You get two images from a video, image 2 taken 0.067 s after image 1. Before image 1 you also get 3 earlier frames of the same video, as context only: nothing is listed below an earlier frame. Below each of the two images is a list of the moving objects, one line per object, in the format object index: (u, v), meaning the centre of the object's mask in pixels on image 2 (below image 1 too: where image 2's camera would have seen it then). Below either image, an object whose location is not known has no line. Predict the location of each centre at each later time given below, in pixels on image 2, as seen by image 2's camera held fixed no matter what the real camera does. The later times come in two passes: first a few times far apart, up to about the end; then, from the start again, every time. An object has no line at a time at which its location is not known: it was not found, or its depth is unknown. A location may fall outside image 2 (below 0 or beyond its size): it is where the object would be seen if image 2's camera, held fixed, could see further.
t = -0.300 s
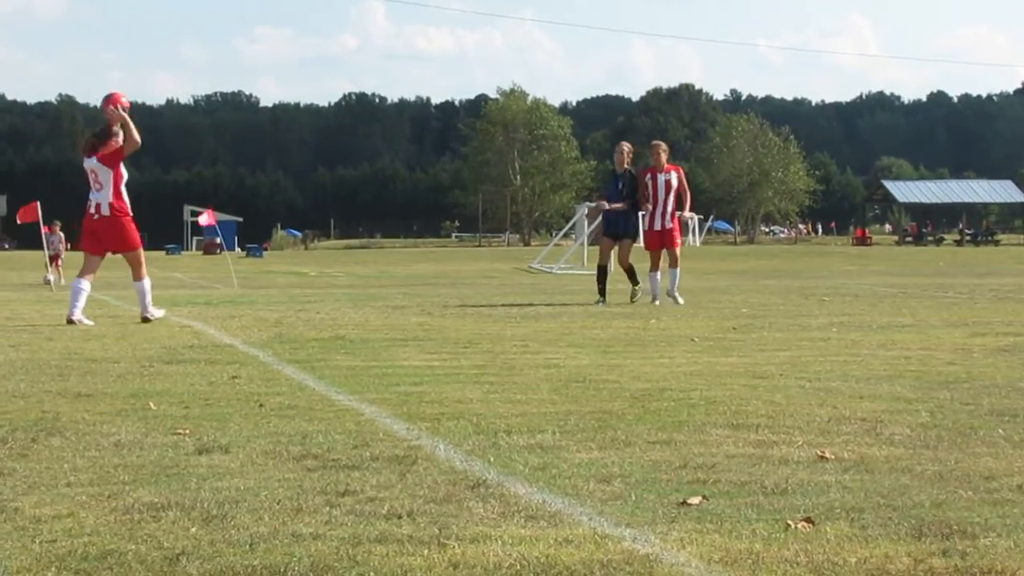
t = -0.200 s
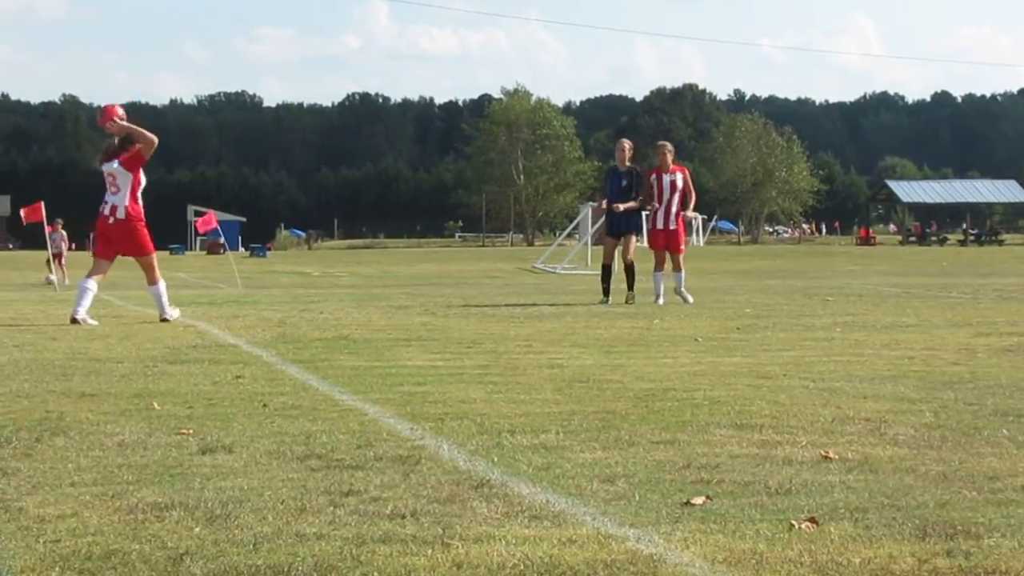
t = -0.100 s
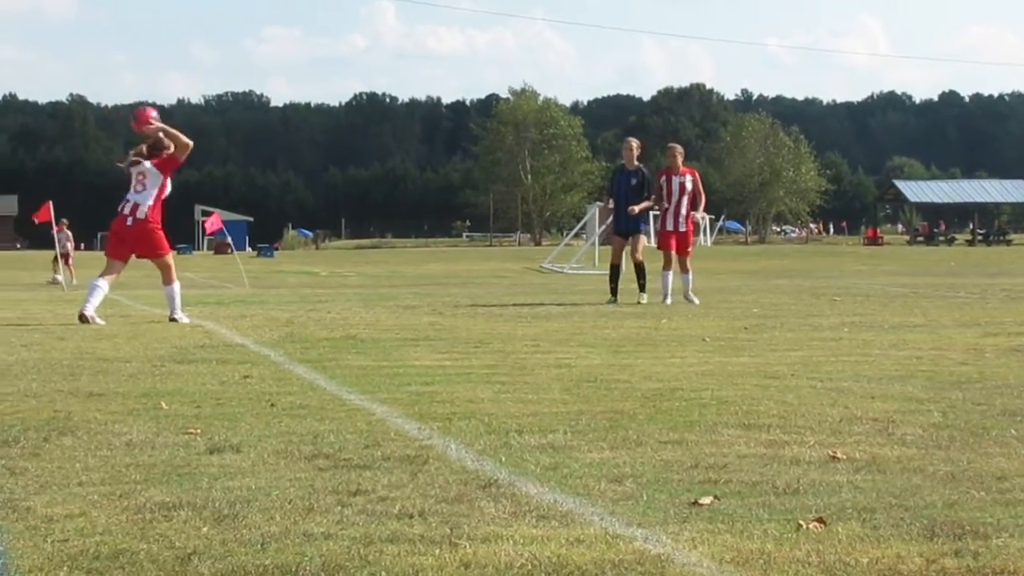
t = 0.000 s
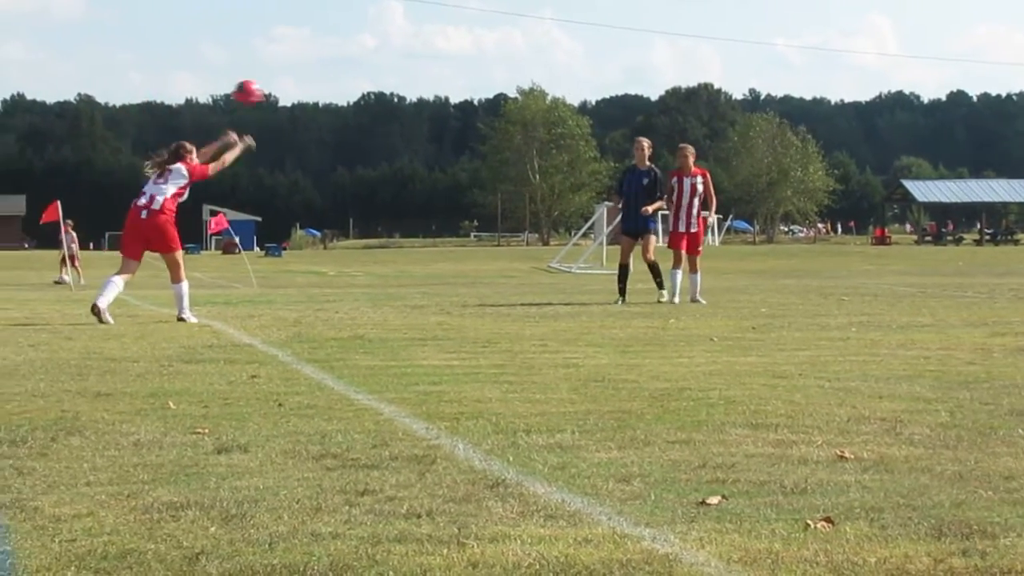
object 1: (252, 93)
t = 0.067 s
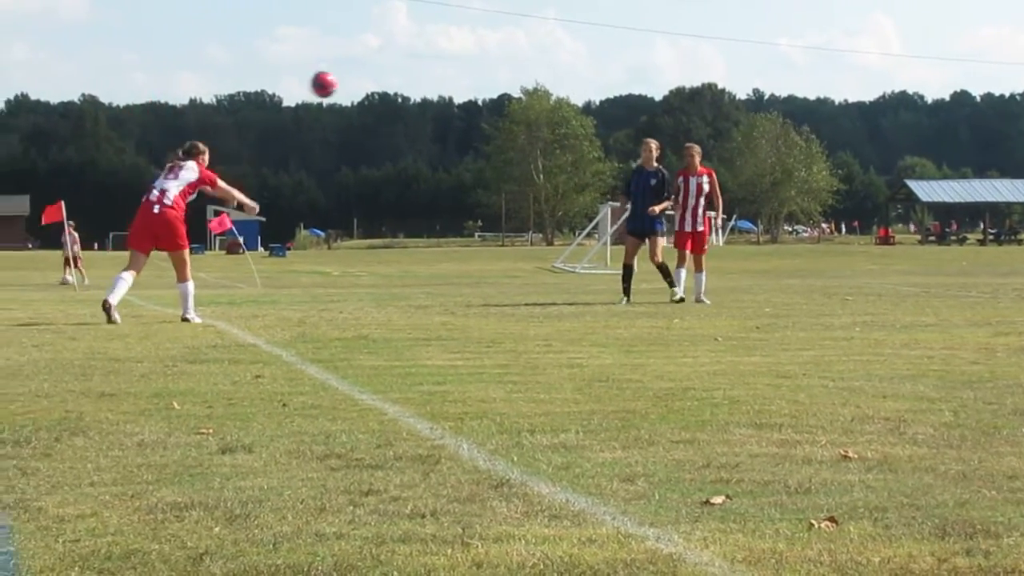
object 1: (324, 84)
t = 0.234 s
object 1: (489, 87)
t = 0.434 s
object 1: (656, 132)
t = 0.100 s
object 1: (358, 82)
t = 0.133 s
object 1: (392, 81)
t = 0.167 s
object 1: (425, 81)
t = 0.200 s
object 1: (458, 84)
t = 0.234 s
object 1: (489, 87)
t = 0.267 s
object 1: (521, 92)
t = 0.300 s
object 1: (549, 98)
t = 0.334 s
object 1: (575, 105)
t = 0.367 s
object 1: (603, 113)
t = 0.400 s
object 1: (630, 122)
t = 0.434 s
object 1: (656, 132)
